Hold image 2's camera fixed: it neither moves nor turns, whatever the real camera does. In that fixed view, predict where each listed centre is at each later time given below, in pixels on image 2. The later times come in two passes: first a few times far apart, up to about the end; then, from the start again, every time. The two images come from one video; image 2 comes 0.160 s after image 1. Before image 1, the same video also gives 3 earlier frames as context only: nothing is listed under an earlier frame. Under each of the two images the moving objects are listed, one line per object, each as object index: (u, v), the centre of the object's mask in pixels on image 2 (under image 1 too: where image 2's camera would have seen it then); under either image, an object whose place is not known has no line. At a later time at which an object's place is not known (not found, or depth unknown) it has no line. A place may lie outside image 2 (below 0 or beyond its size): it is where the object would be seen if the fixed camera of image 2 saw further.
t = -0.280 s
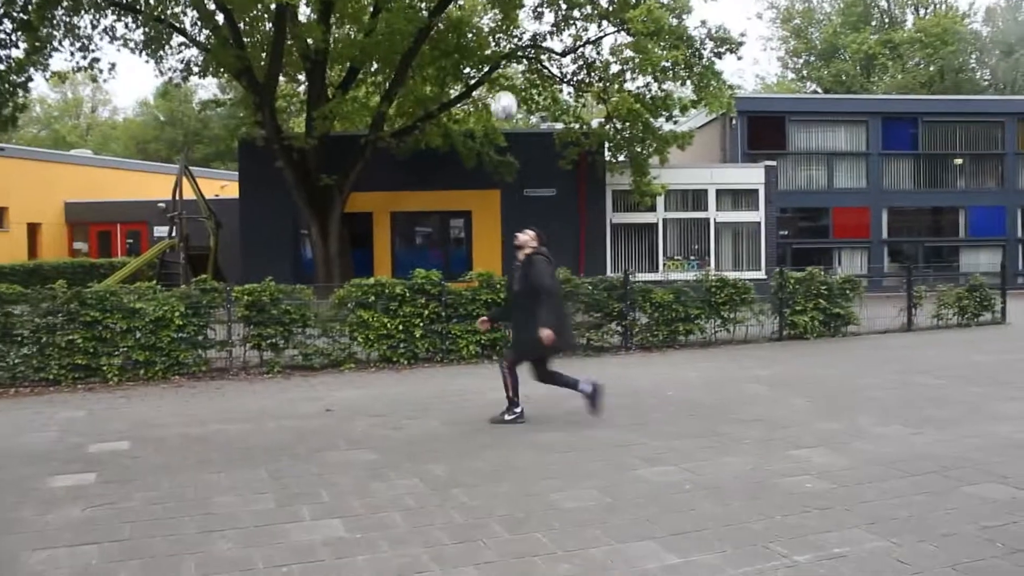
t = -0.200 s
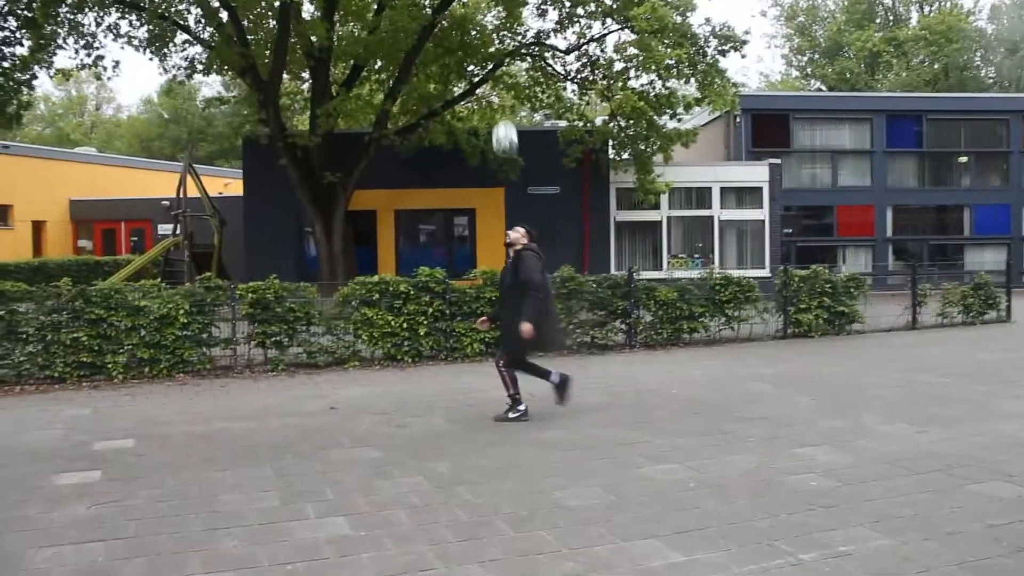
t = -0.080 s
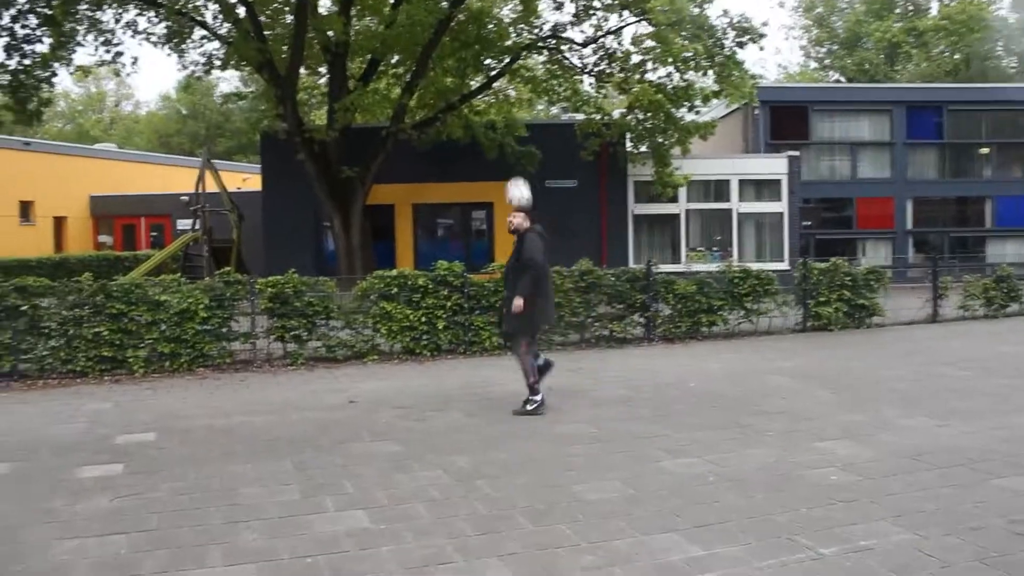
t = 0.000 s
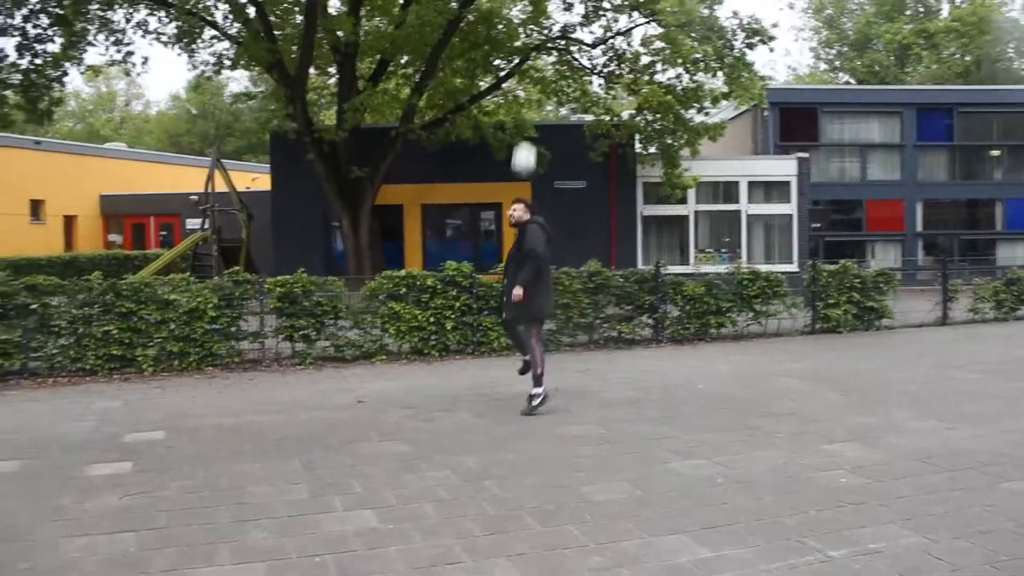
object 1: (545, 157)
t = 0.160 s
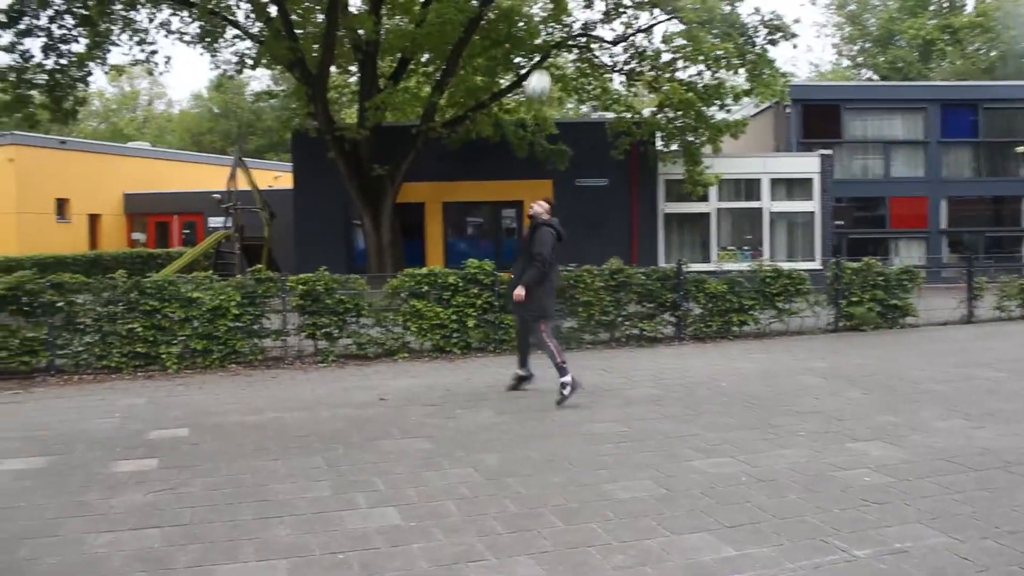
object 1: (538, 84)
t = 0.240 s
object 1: (536, 60)
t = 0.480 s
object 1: (524, 30)
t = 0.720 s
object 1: (514, 58)
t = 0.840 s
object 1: (510, 93)
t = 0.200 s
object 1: (536, 71)
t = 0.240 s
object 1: (536, 60)
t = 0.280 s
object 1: (534, 51)
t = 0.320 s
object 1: (532, 44)
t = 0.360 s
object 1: (530, 38)
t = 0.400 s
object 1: (528, 33)
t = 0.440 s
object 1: (526, 31)
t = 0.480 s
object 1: (524, 30)
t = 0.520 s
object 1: (522, 30)
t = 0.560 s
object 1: (521, 32)
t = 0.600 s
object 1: (520, 36)
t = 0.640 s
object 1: (518, 42)
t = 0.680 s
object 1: (516, 48)
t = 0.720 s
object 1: (514, 58)
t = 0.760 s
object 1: (513, 68)
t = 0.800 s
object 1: (511, 80)
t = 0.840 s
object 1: (510, 93)
